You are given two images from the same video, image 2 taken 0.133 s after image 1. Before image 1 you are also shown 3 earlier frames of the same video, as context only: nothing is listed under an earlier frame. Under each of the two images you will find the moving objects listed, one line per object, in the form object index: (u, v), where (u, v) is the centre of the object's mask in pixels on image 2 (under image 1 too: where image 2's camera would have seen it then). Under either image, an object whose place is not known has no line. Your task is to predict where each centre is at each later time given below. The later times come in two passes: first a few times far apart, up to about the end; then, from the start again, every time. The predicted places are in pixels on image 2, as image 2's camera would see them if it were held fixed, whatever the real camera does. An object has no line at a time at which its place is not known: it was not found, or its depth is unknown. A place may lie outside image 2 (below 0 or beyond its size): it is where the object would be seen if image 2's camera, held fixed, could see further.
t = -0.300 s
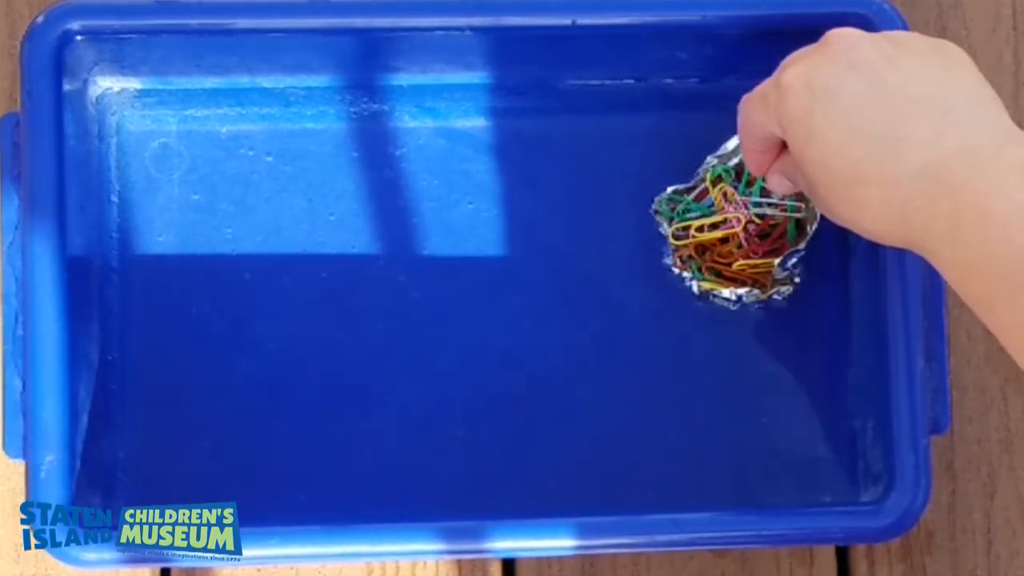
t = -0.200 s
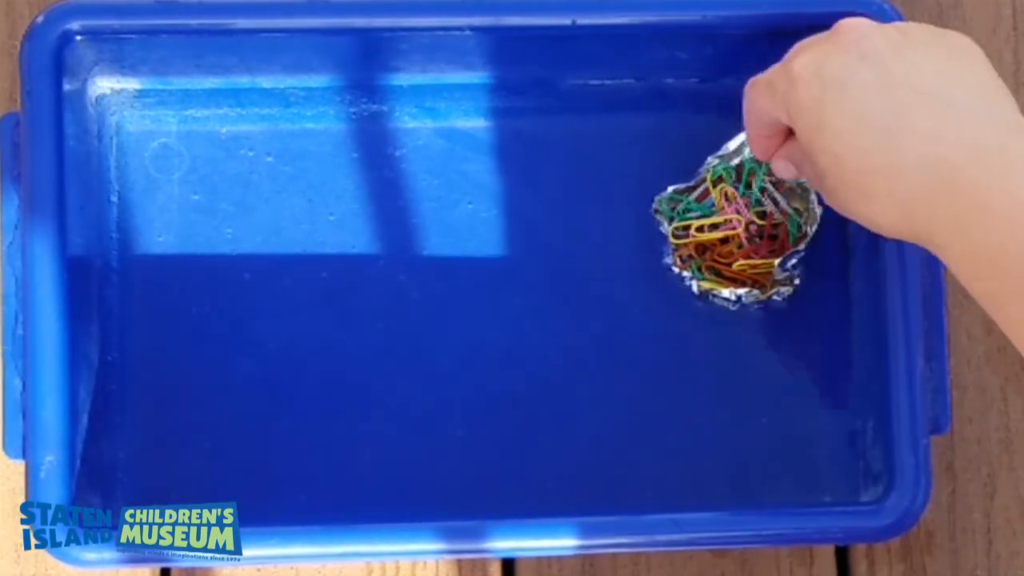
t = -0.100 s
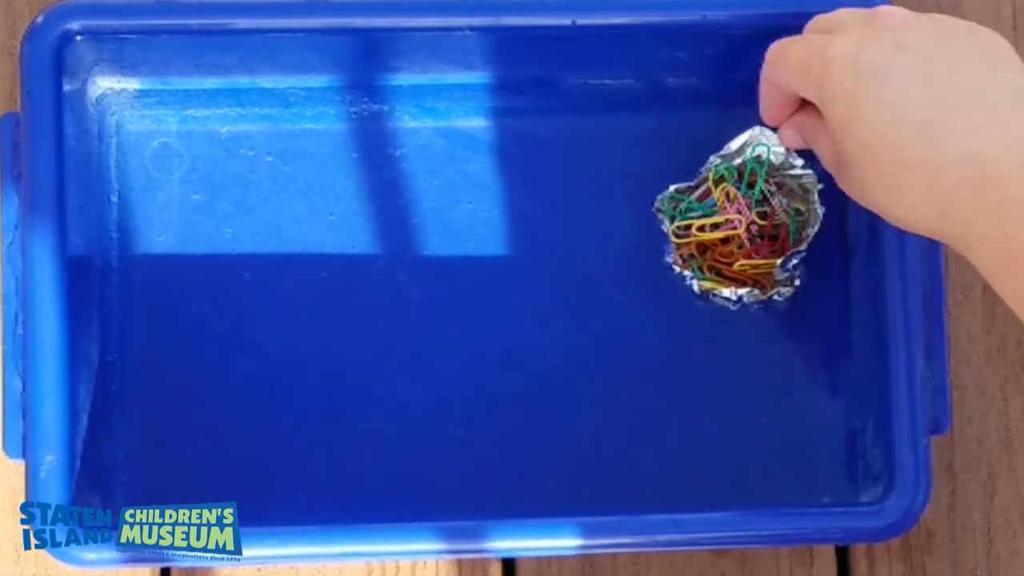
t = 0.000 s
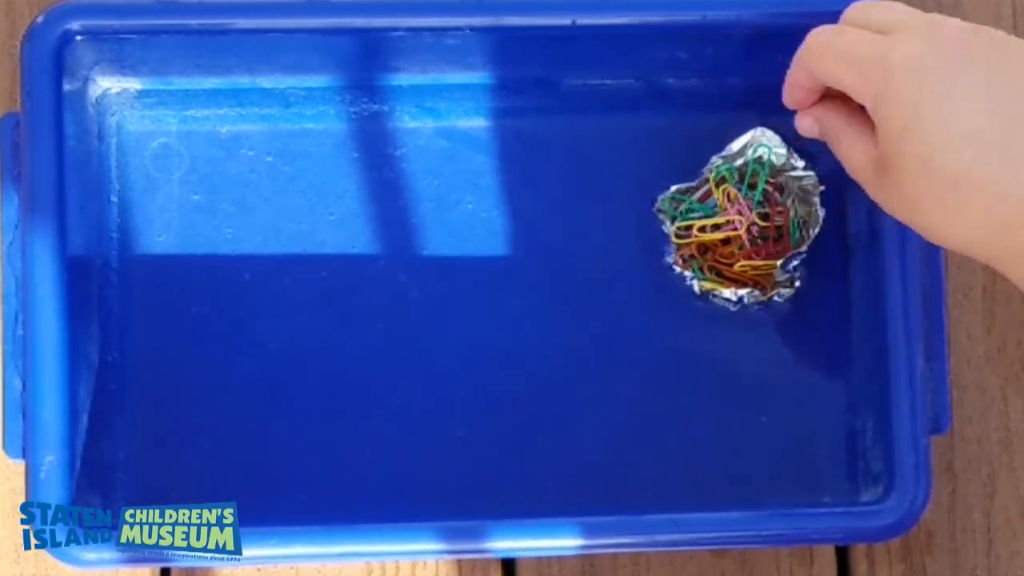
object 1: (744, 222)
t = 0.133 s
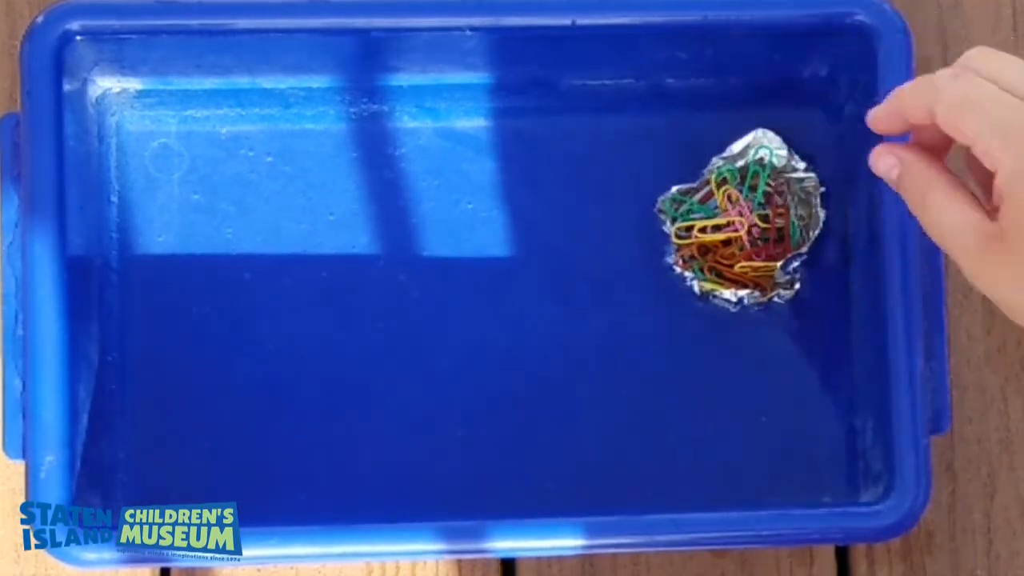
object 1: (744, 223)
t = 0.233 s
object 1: (746, 224)
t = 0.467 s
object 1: (747, 225)
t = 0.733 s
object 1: (749, 228)
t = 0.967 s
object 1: (752, 229)
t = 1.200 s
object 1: (754, 233)
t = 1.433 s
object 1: (755, 235)
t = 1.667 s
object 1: (758, 238)
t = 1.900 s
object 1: (760, 243)
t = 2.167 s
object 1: (762, 253)
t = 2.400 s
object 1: (761, 271)
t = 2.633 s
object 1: (747, 279)
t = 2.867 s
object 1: (723, 296)
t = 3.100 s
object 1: (698, 305)
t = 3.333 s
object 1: (700, 305)
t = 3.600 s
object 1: (699, 301)
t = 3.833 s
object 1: (698, 298)
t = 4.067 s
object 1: (695, 292)
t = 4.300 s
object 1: (693, 286)
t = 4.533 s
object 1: (692, 285)
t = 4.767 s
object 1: (692, 285)
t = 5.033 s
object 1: (692, 284)
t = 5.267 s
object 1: (692, 285)
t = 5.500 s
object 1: (692, 285)
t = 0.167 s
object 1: (745, 223)
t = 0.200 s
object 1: (746, 224)
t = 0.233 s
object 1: (746, 224)
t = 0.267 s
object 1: (746, 224)
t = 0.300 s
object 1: (746, 224)
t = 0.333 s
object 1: (746, 224)
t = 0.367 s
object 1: (746, 224)
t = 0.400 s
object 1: (746, 224)
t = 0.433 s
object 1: (747, 225)
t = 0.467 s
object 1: (747, 225)
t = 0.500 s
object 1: (747, 226)
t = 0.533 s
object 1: (747, 226)
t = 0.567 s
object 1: (748, 226)
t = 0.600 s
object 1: (748, 227)
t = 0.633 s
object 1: (749, 227)
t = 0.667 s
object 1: (749, 227)
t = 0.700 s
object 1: (749, 227)
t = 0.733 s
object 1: (749, 228)
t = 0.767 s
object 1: (750, 228)
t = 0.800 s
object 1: (750, 228)
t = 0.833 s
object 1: (751, 228)
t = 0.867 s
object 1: (751, 229)
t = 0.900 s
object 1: (751, 229)
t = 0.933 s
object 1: (752, 229)
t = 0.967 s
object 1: (752, 229)
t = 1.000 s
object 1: (752, 230)
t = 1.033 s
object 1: (752, 230)
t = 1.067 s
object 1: (752, 231)
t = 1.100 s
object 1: (752, 231)
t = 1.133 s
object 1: (753, 232)
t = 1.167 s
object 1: (753, 232)
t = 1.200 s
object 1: (754, 233)
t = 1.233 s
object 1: (754, 233)
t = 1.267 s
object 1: (754, 233)
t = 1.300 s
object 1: (755, 233)
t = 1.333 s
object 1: (755, 234)
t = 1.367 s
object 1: (755, 234)
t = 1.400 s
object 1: (755, 234)
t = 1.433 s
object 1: (755, 235)
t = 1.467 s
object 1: (756, 235)
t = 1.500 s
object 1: (756, 235)
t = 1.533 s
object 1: (756, 236)
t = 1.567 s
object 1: (757, 236)
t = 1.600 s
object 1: (757, 237)
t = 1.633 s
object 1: (758, 238)
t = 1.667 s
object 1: (758, 238)
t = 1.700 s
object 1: (758, 239)
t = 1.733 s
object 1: (758, 240)
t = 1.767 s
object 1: (759, 240)
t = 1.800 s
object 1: (759, 241)
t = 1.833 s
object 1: (759, 241)
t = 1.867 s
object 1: (760, 242)
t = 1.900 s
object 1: (760, 243)
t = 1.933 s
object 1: (761, 243)
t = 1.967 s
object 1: (761, 244)
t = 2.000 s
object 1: (761, 245)
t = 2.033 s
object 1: (762, 246)
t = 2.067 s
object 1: (762, 247)
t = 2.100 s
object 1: (762, 249)
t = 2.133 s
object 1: (762, 251)
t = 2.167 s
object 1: (762, 253)
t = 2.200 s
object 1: (762, 255)
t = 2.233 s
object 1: (762, 258)
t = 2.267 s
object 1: (761, 261)
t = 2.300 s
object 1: (761, 264)
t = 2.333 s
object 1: (761, 267)
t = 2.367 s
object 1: (761, 269)
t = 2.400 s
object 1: (761, 271)
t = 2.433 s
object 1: (760, 272)
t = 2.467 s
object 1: (759, 272)
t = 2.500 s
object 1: (757, 273)
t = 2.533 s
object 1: (755, 273)
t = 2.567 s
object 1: (753, 275)
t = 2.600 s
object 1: (751, 277)
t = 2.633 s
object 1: (747, 279)
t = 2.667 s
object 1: (744, 281)
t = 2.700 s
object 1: (740, 284)
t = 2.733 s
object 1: (738, 287)
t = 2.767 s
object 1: (734, 290)
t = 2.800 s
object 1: (731, 292)
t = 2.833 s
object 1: (727, 294)
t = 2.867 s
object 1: (723, 296)
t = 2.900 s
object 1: (719, 297)
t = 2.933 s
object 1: (714, 298)
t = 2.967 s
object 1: (708, 300)
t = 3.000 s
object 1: (703, 301)
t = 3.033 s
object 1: (701, 302)
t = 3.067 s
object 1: (699, 304)
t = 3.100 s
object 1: (698, 305)
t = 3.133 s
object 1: (698, 305)
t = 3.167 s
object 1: (699, 305)
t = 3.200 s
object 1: (699, 305)
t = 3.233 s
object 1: (699, 305)
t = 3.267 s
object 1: (699, 305)
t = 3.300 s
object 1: (700, 306)
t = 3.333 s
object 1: (700, 305)
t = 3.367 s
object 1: (700, 305)
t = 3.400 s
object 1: (700, 306)
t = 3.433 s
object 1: (699, 305)
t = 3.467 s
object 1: (699, 305)
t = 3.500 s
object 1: (699, 304)
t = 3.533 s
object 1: (698, 303)
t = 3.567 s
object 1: (699, 302)
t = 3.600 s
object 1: (699, 301)
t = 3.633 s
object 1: (699, 301)
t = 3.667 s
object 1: (699, 300)
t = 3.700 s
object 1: (699, 300)
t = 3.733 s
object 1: (699, 300)
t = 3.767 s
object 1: (698, 300)
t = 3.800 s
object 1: (698, 299)
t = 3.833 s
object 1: (698, 298)
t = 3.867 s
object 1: (698, 297)
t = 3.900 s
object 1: (697, 296)
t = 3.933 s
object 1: (697, 295)
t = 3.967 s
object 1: (697, 295)
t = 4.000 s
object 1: (696, 294)
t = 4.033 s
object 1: (696, 293)
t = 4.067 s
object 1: (695, 292)
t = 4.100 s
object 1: (695, 292)
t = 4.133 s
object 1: (695, 291)
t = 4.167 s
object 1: (695, 290)
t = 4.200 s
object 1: (695, 289)
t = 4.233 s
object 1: (694, 288)
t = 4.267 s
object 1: (694, 288)
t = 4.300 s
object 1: (693, 286)
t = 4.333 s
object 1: (692, 286)
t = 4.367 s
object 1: (692, 285)
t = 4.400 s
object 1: (691, 285)
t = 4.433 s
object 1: (692, 285)
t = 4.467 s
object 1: (692, 285)
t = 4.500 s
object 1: (692, 285)
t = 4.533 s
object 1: (692, 285)
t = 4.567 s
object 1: (692, 284)
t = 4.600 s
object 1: (692, 284)
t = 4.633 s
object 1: (692, 285)
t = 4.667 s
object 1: (692, 285)
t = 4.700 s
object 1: (692, 285)
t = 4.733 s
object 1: (692, 285)
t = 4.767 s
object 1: (692, 285)
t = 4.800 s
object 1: (692, 285)
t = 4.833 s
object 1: (692, 285)
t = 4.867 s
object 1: (692, 285)
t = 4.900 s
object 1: (692, 285)
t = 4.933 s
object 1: (692, 285)
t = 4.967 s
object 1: (692, 285)
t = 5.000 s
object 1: (692, 284)
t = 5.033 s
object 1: (692, 284)
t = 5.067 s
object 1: (692, 284)
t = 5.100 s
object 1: (692, 285)
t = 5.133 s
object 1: (692, 285)
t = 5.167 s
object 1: (692, 285)
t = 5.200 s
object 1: (692, 285)
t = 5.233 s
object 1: (692, 285)
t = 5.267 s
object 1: (692, 285)
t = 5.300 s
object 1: (692, 285)
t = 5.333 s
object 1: (692, 285)
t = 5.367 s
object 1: (692, 285)
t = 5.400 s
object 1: (692, 285)
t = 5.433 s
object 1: (692, 285)
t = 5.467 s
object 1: (692, 285)
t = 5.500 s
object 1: (692, 285)
